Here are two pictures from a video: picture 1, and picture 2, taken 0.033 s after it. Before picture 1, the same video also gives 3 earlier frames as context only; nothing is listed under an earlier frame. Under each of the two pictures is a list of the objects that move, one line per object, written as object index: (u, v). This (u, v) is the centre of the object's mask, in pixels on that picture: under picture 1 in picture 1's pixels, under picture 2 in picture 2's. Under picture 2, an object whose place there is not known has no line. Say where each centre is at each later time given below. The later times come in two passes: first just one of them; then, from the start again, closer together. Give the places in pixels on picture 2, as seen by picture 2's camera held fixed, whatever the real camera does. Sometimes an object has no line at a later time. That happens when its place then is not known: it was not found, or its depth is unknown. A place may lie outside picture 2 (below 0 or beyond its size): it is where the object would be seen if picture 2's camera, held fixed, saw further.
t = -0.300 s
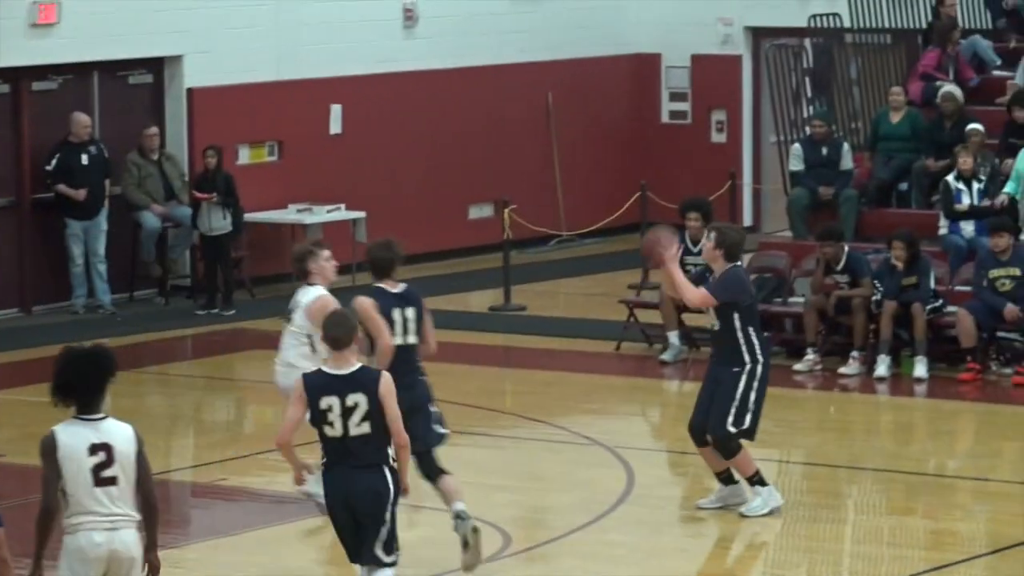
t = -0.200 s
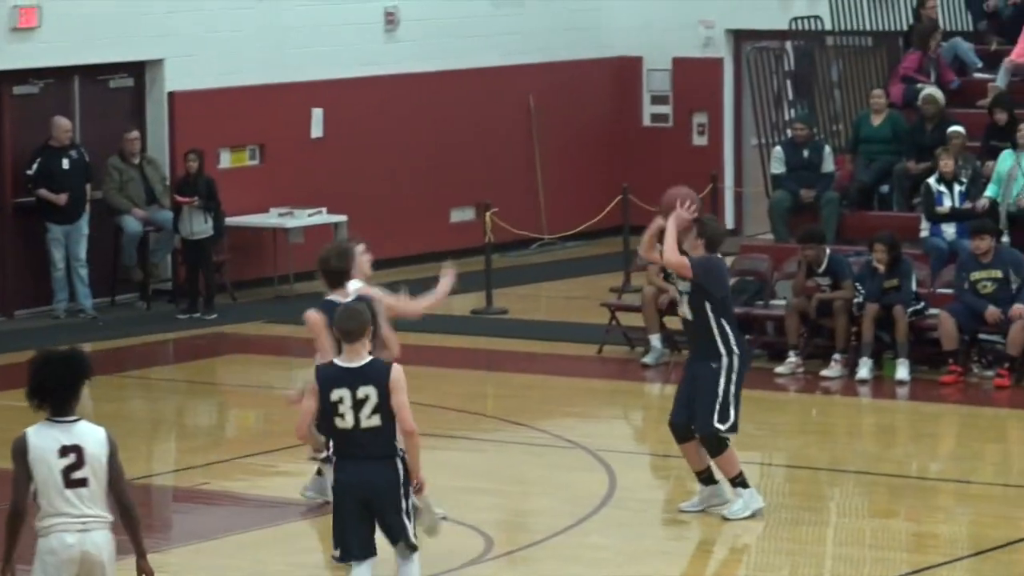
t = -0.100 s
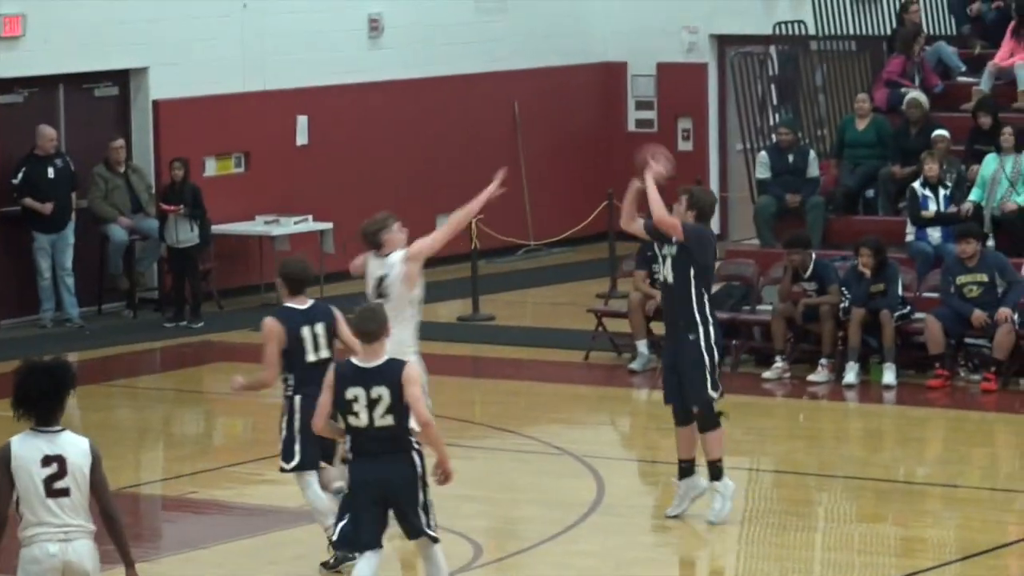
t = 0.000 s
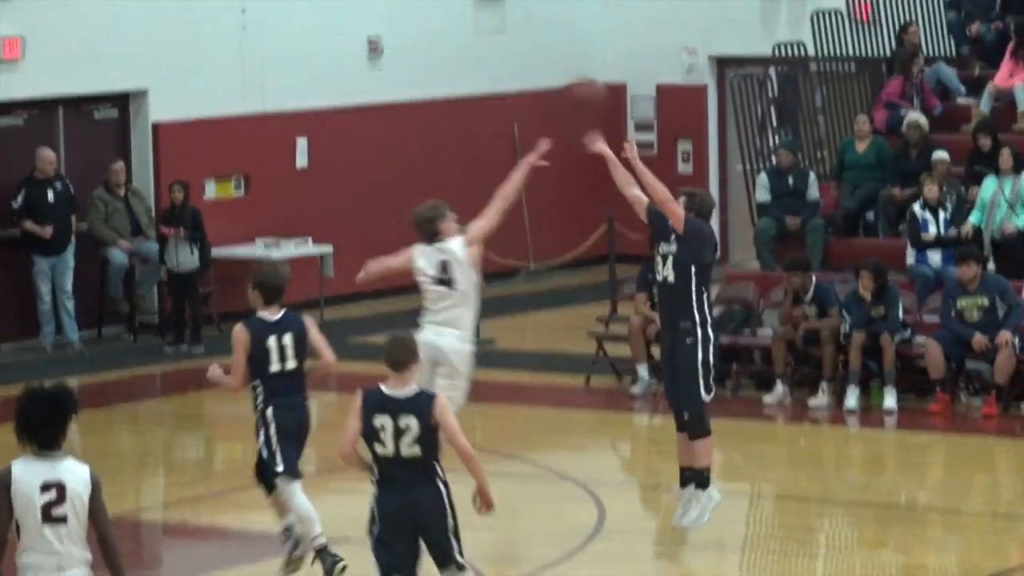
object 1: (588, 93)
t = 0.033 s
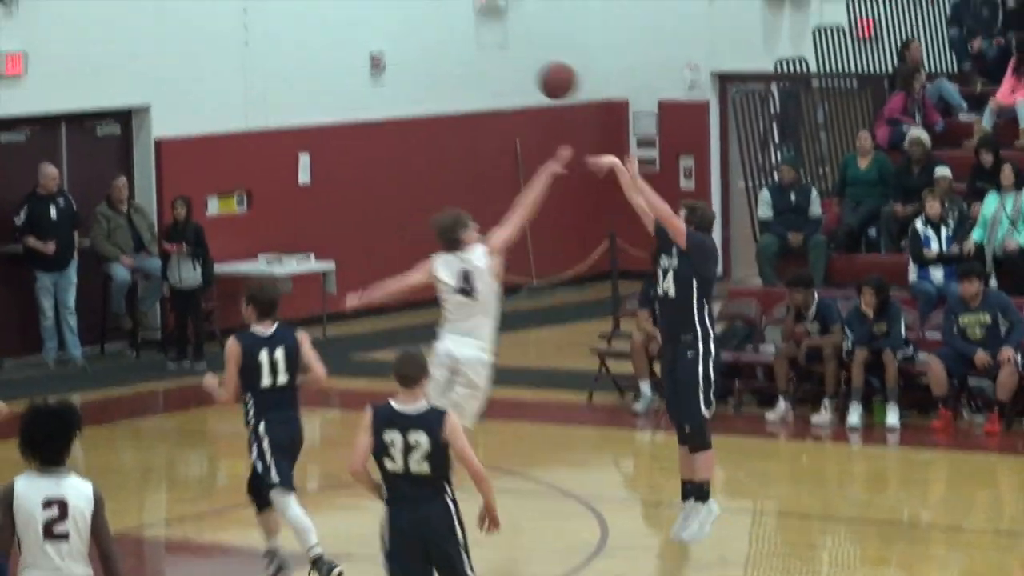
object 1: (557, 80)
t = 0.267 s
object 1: (343, -96)
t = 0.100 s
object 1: (496, 20)
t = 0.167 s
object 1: (434, -31)
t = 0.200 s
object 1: (403, -54)
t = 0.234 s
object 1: (372, -76)
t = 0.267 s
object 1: (343, -96)
